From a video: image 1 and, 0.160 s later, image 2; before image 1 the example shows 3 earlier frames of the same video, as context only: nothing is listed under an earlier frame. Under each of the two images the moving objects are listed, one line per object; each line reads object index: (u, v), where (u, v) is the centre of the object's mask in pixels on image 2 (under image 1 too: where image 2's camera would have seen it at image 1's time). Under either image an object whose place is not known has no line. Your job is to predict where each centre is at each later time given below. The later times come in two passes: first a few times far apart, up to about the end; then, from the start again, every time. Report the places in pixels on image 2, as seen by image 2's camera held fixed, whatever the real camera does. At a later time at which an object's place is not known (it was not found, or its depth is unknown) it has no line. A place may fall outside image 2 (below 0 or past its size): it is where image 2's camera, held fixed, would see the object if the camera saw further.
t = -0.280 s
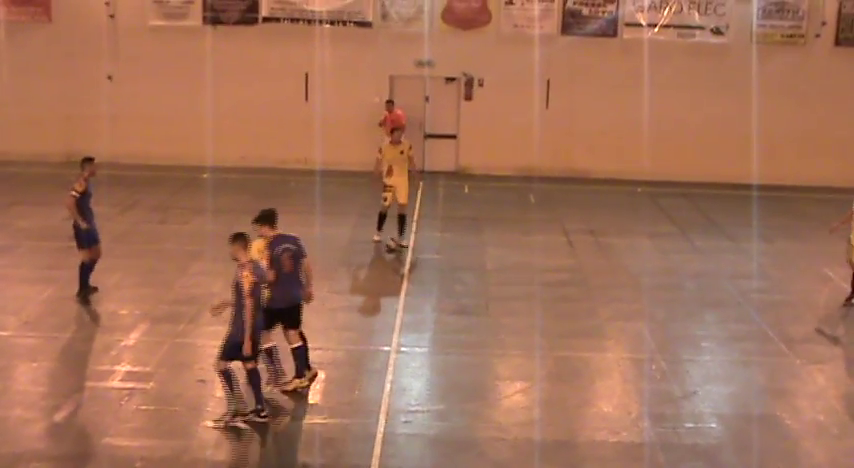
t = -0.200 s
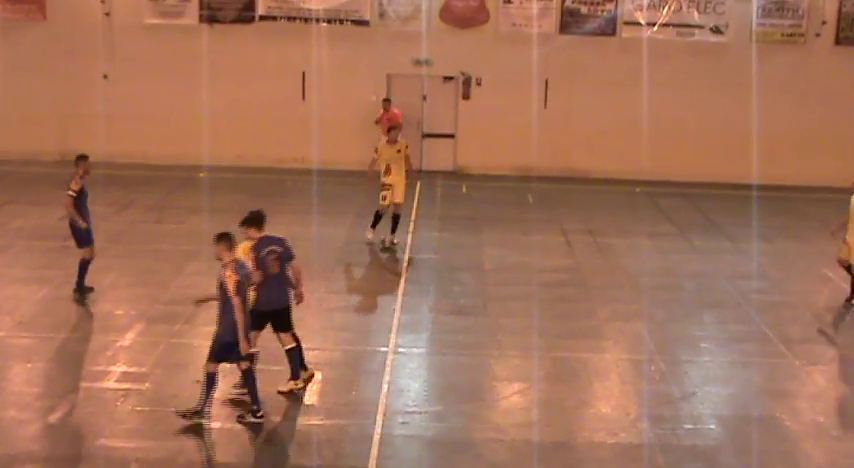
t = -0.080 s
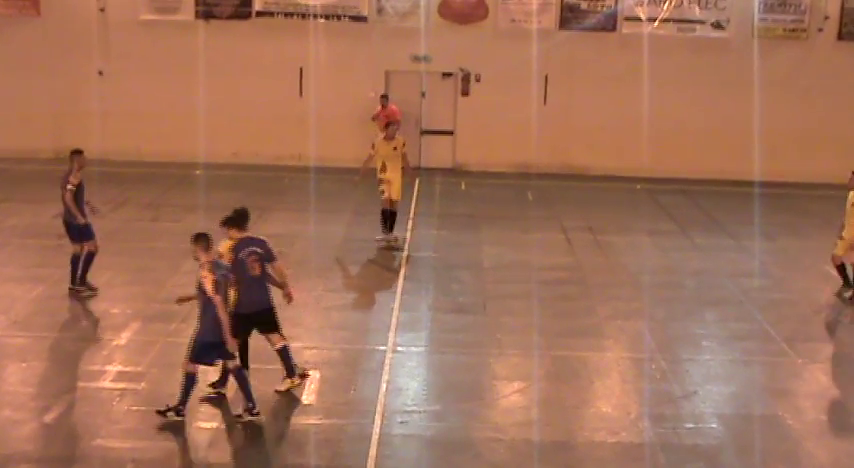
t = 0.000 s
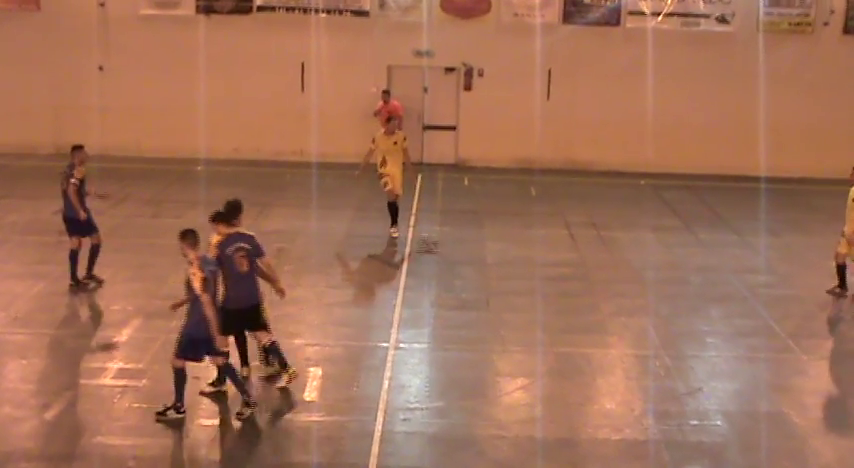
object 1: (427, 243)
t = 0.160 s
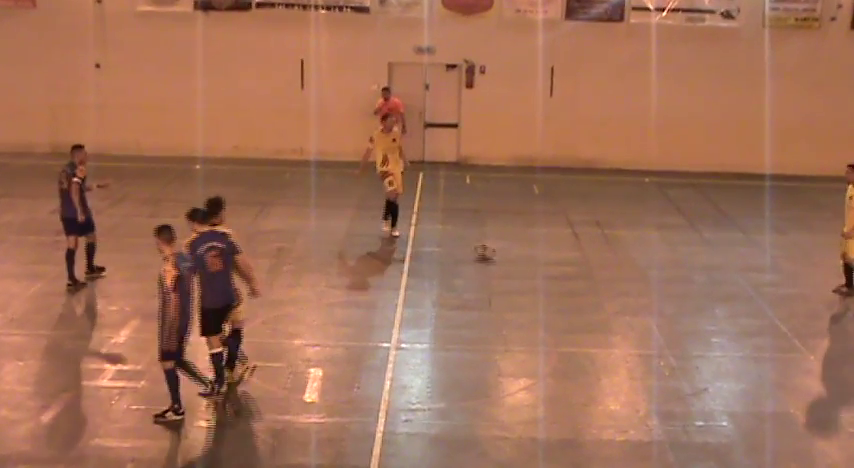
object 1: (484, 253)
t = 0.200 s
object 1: (497, 255)
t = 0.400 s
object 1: (558, 267)
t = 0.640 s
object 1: (631, 279)
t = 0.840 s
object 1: (693, 290)
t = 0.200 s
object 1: (497, 255)
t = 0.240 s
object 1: (510, 258)
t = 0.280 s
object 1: (522, 261)
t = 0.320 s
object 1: (534, 262)
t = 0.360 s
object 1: (547, 264)
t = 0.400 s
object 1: (558, 267)
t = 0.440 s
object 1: (569, 270)
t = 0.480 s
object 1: (582, 270)
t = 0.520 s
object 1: (595, 273)
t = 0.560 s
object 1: (607, 275)
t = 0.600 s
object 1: (619, 277)
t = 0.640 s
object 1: (631, 279)
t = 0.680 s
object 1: (642, 281)
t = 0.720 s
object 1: (655, 283)
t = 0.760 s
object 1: (667, 285)
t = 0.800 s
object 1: (680, 288)
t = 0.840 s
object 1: (693, 290)
